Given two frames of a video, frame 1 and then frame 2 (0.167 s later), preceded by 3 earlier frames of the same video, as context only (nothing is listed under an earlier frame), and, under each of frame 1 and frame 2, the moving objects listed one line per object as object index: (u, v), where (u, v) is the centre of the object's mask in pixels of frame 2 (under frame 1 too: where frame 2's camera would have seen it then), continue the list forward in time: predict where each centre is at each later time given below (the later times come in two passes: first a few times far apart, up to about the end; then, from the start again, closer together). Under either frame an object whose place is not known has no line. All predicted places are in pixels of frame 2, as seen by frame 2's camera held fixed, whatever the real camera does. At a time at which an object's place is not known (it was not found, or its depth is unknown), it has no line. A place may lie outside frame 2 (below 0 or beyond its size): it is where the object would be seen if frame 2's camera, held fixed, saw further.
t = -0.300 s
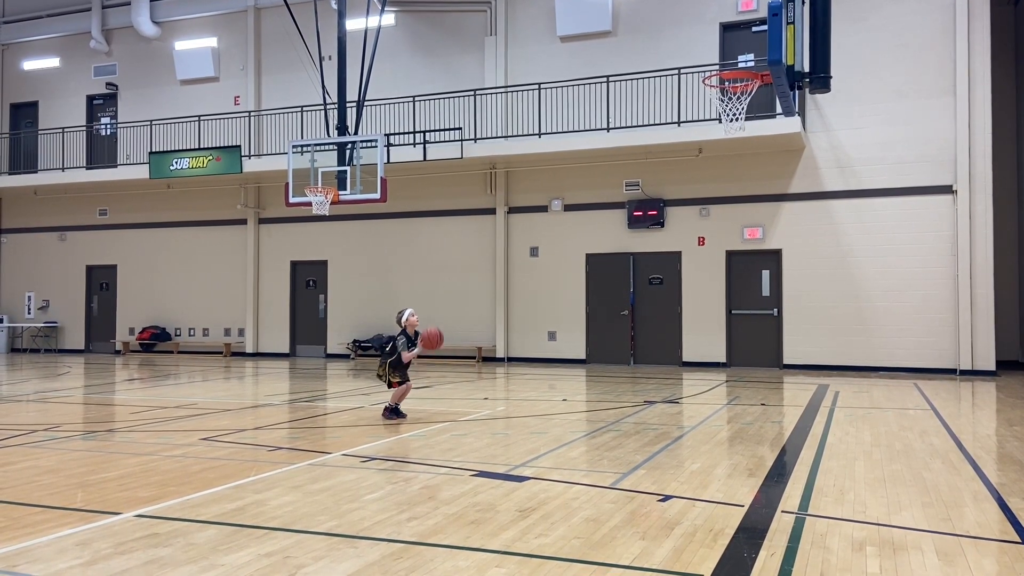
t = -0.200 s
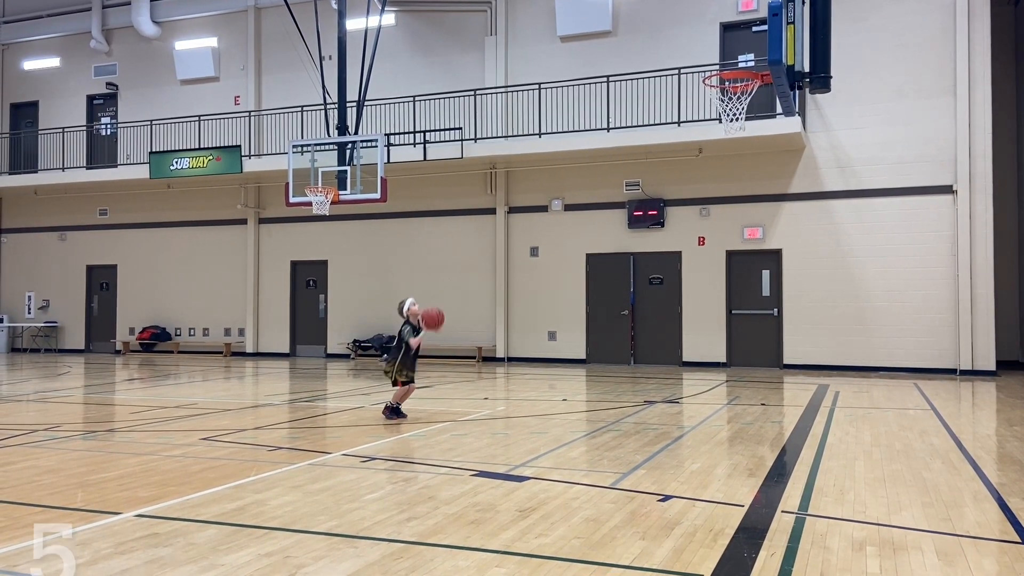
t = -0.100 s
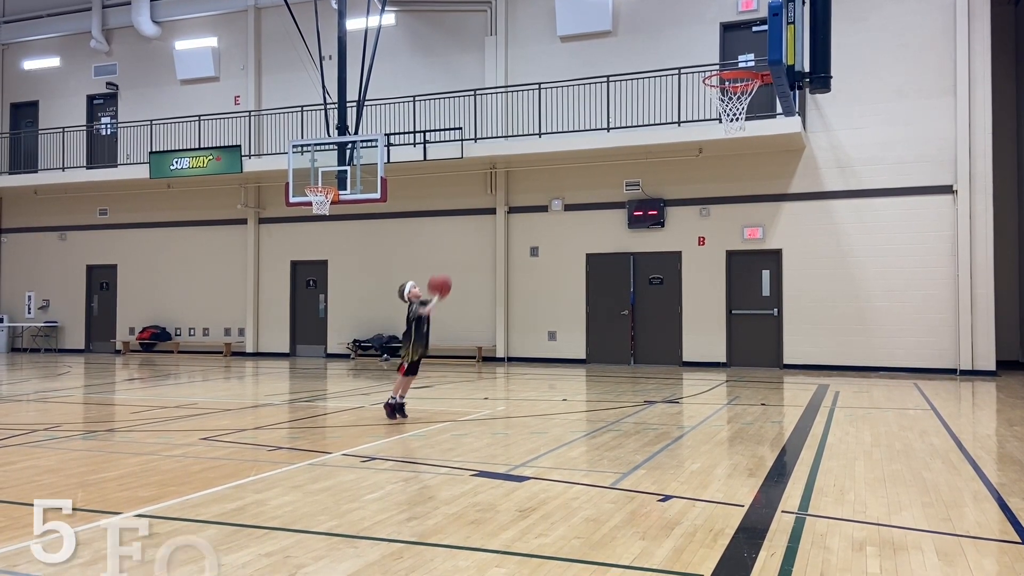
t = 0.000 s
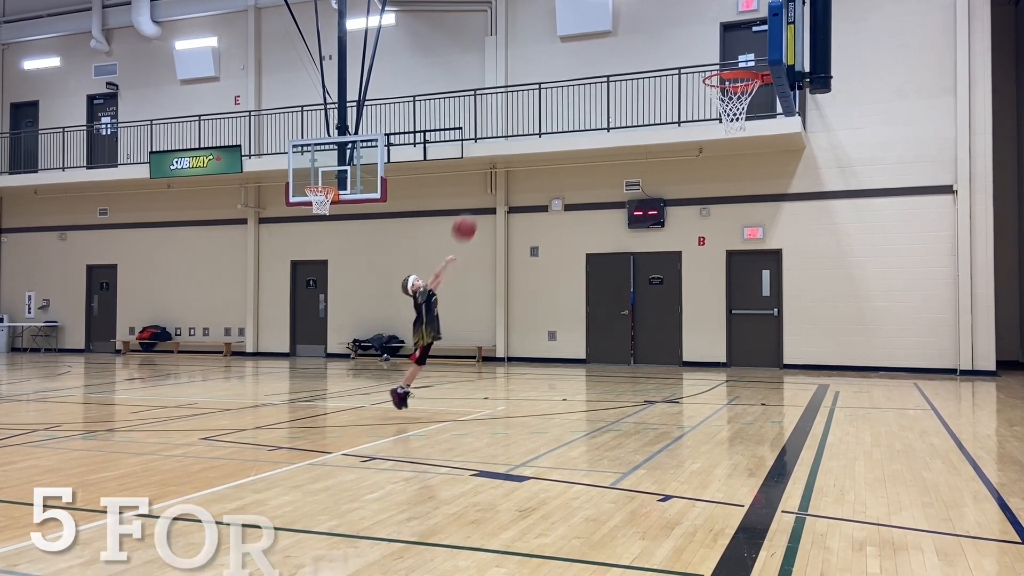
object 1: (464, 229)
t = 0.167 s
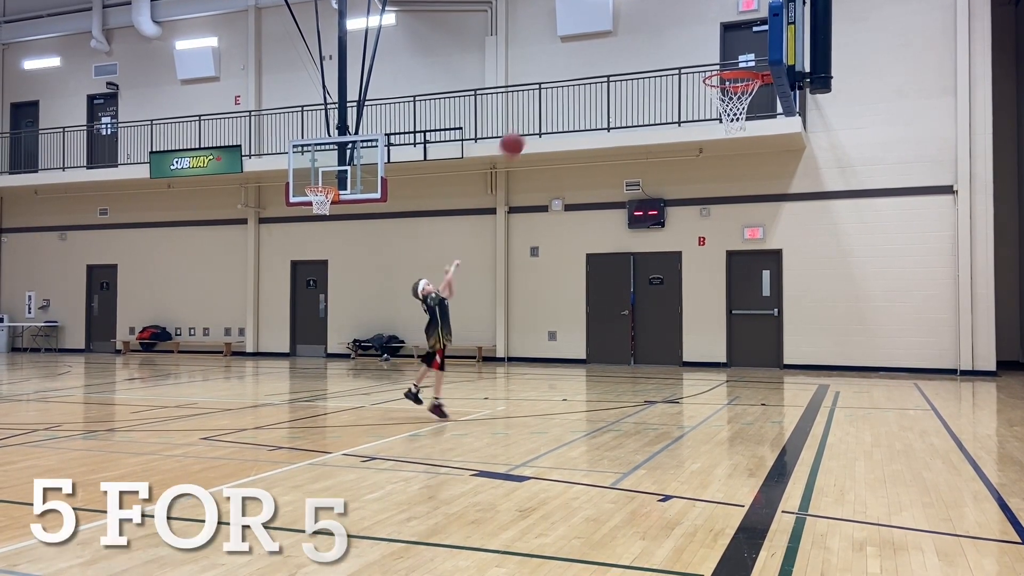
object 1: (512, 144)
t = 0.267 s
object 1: (541, 106)
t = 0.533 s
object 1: (621, 53)
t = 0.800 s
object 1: (699, 67)
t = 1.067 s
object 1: (701, 59)
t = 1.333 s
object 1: (704, 68)
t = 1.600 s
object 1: (708, 67)
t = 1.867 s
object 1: (722, 90)
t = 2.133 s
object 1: (741, 179)
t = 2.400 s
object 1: (759, 344)
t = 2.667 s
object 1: (775, 331)
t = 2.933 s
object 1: (791, 241)
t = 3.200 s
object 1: (807, 234)
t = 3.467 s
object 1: (823, 309)
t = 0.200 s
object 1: (521, 131)
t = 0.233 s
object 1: (531, 118)
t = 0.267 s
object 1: (541, 106)
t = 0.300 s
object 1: (551, 96)
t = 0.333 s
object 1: (561, 86)
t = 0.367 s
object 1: (571, 77)
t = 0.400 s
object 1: (581, 71)
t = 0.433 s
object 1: (591, 65)
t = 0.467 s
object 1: (601, 60)
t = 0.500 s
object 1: (611, 56)
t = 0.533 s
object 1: (621, 53)
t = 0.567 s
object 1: (632, 51)
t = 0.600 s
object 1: (642, 51)
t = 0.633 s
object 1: (652, 52)
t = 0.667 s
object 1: (663, 54)
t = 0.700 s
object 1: (673, 57)
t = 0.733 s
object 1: (684, 62)
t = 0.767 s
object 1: (695, 68)
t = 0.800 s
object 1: (699, 67)
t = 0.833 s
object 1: (700, 62)
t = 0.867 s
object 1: (700, 58)
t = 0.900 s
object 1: (700, 55)
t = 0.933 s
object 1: (700, 54)
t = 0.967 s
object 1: (700, 53)
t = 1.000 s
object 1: (701, 54)
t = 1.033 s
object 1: (701, 56)
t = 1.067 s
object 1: (701, 59)
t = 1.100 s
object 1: (701, 64)
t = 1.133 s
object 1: (701, 69)
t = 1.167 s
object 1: (702, 66)
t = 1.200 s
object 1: (702, 65)
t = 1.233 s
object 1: (703, 64)
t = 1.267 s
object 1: (703, 65)
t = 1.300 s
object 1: (703, 66)
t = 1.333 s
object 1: (704, 68)
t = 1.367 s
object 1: (704, 66)
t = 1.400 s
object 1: (705, 66)
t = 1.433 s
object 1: (705, 67)
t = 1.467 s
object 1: (705, 67)
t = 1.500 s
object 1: (706, 67)
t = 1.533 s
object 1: (706, 67)
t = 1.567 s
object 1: (707, 67)
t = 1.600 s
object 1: (708, 67)
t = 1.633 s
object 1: (709, 67)
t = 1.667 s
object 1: (710, 67)
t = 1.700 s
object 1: (712, 67)
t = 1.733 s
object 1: (714, 67)
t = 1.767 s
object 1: (715, 73)
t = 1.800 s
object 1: (717, 79)
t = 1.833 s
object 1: (719, 86)
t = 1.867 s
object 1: (722, 90)
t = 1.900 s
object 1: (725, 98)
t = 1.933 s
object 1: (728, 108)
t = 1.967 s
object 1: (730, 117)
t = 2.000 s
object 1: (732, 127)
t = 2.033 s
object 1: (734, 138)
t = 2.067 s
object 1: (736, 151)
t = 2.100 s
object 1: (739, 164)
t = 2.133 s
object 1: (741, 179)
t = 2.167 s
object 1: (743, 196)
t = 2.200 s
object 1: (745, 212)
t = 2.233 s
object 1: (748, 231)
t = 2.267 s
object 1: (750, 254)
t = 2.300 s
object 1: (752, 273)
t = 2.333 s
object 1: (754, 295)
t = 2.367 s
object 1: (757, 321)
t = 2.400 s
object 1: (759, 344)
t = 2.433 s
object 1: (762, 368)
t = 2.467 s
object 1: (764, 398)
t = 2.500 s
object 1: (767, 425)
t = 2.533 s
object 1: (768, 405)
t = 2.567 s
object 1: (771, 384)
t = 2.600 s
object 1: (772, 364)
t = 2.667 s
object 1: (775, 331)
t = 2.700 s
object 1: (777, 315)
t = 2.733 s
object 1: (779, 300)
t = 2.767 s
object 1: (781, 287)
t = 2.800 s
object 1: (783, 275)
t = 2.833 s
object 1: (785, 265)
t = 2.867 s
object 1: (787, 256)
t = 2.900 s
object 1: (789, 248)
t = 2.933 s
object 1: (791, 241)
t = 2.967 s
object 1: (793, 236)
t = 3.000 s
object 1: (795, 232)
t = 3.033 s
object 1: (797, 229)
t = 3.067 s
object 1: (799, 227)
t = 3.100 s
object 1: (801, 227)
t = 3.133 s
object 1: (803, 228)
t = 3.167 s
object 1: (805, 230)
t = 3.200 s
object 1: (807, 234)
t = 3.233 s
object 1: (809, 238)
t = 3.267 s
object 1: (811, 245)
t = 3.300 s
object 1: (813, 252)
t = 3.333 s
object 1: (815, 261)
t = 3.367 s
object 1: (817, 271)
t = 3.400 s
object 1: (819, 282)
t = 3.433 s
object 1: (821, 295)
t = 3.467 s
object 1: (823, 309)
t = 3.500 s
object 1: (825, 325)
